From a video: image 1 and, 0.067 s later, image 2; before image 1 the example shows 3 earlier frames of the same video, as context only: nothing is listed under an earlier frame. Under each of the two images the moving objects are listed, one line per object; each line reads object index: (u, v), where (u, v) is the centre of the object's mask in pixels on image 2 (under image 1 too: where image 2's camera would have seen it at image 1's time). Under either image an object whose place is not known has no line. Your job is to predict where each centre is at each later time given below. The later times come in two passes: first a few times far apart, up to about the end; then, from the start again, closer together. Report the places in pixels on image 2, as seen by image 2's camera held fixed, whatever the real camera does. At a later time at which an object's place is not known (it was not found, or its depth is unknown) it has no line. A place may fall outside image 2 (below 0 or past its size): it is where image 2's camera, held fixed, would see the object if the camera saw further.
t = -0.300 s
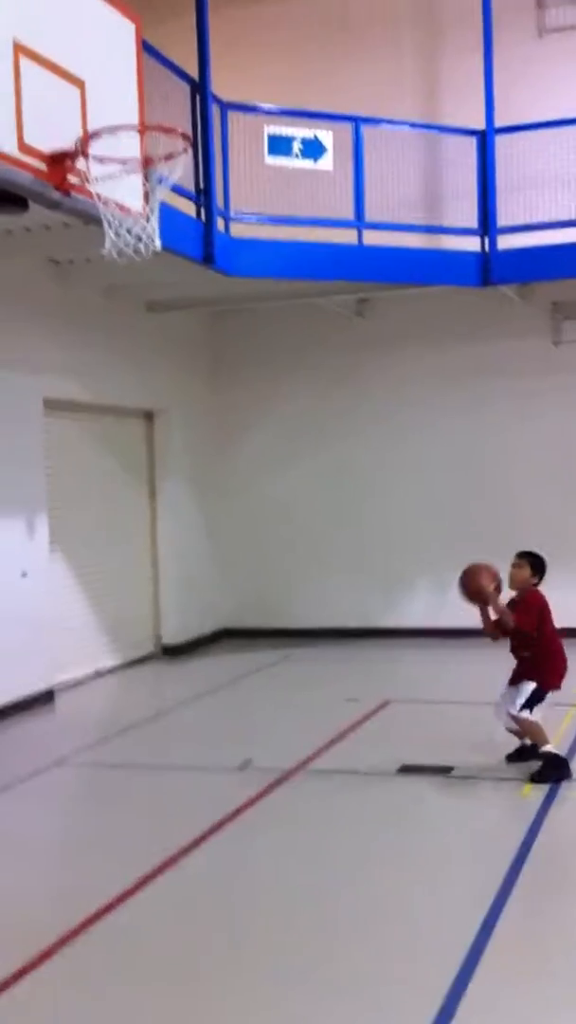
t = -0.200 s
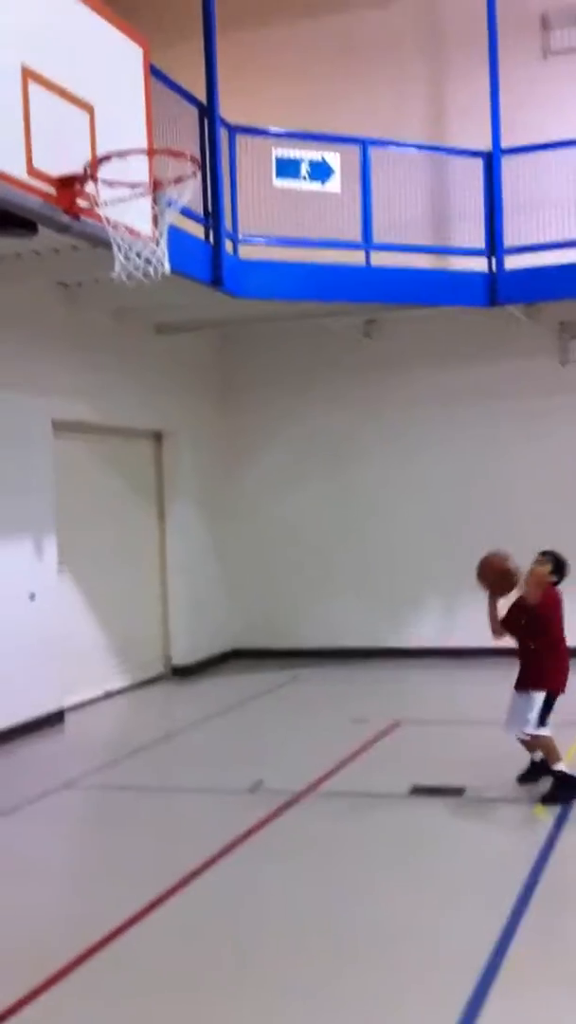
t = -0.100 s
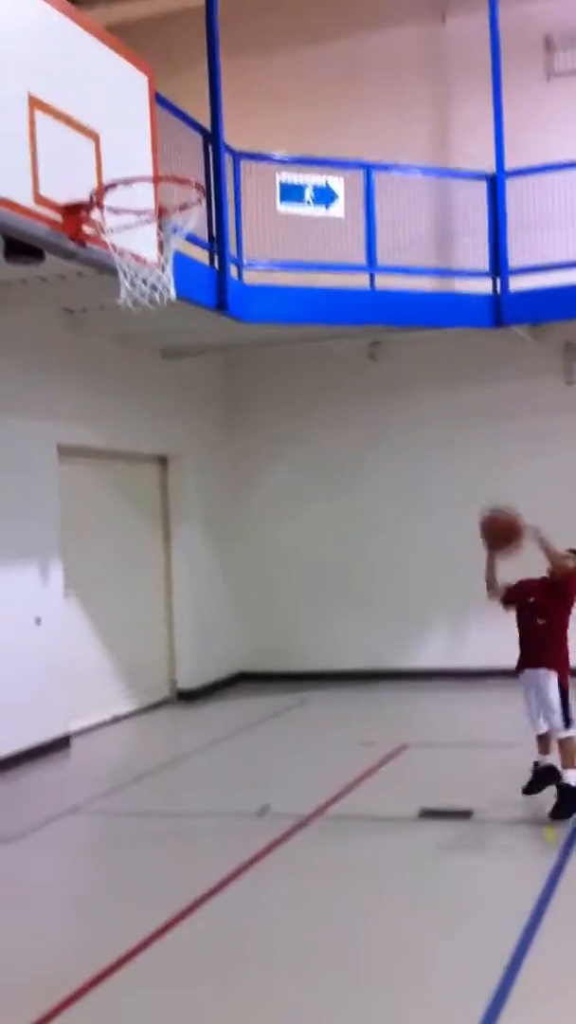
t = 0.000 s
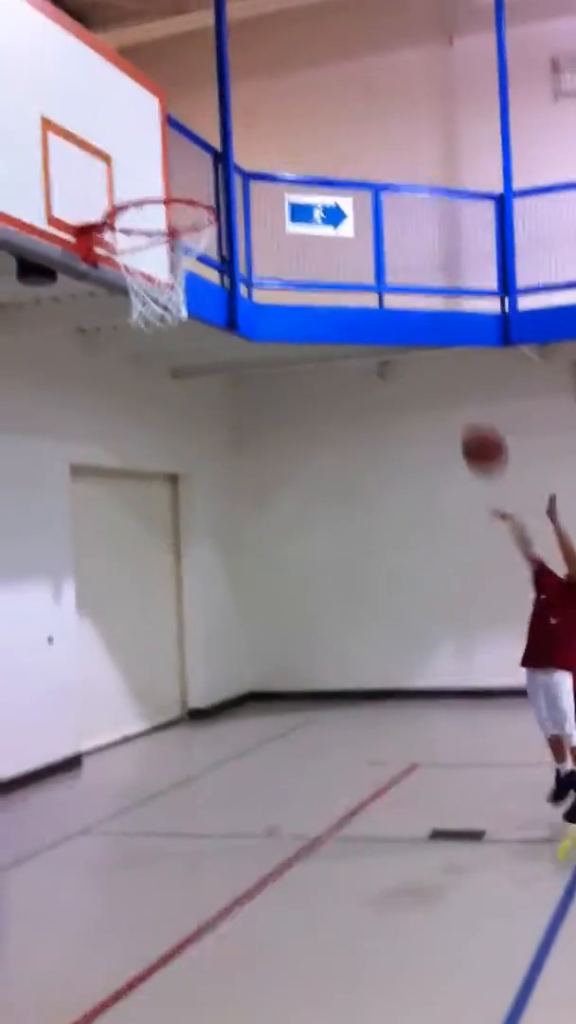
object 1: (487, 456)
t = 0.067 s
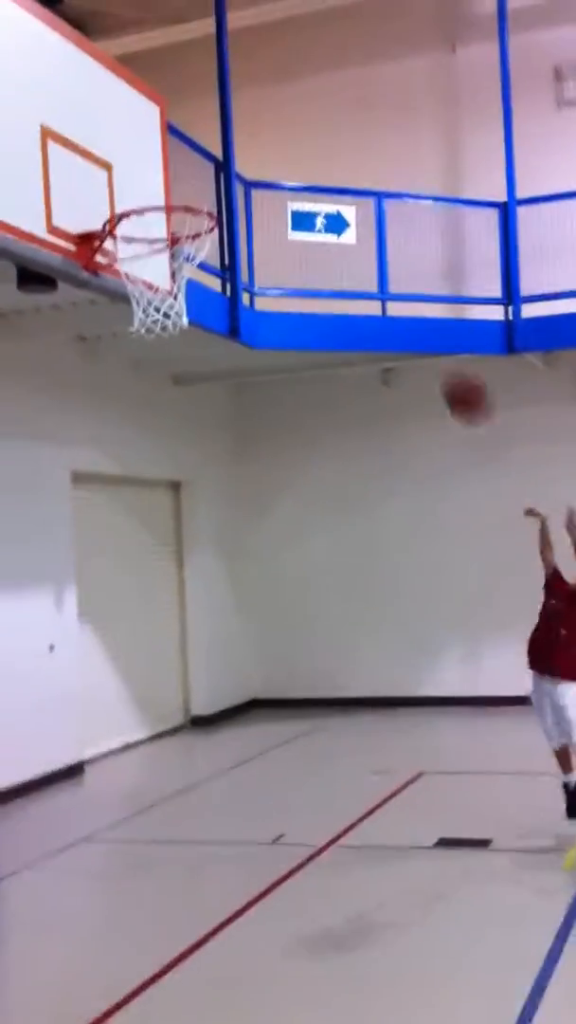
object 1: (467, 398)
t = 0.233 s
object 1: (414, 272)
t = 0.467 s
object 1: (337, 180)
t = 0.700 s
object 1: (260, 200)
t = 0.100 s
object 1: (456, 370)
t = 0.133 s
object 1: (445, 344)
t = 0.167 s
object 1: (435, 316)
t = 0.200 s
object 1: (423, 292)
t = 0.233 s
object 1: (414, 272)
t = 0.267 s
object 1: (405, 254)
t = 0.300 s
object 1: (393, 236)
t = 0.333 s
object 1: (382, 221)
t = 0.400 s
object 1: (360, 196)
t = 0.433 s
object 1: (350, 187)
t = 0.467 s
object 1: (337, 180)
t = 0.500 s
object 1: (326, 176)
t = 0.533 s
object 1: (316, 173)
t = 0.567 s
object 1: (304, 174)
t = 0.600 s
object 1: (294, 176)
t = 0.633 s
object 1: (284, 180)
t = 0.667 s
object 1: (271, 188)
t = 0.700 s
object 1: (260, 200)
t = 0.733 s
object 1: (249, 213)
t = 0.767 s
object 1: (248, 224)
